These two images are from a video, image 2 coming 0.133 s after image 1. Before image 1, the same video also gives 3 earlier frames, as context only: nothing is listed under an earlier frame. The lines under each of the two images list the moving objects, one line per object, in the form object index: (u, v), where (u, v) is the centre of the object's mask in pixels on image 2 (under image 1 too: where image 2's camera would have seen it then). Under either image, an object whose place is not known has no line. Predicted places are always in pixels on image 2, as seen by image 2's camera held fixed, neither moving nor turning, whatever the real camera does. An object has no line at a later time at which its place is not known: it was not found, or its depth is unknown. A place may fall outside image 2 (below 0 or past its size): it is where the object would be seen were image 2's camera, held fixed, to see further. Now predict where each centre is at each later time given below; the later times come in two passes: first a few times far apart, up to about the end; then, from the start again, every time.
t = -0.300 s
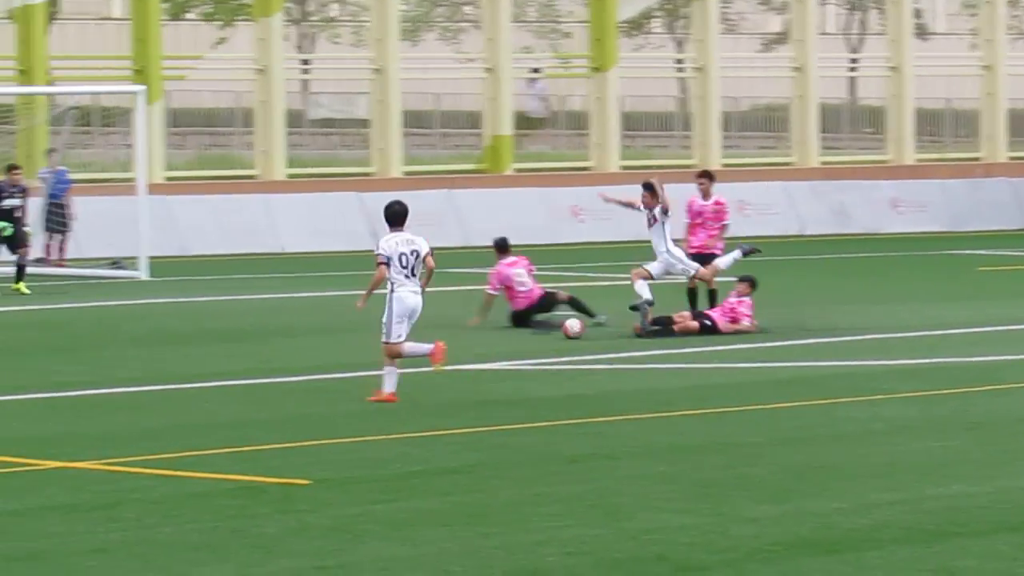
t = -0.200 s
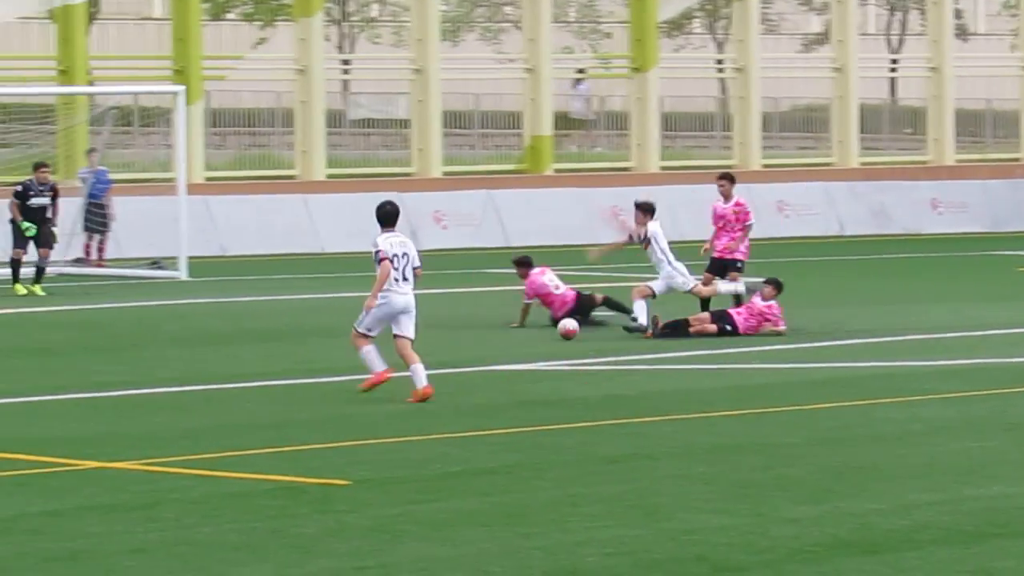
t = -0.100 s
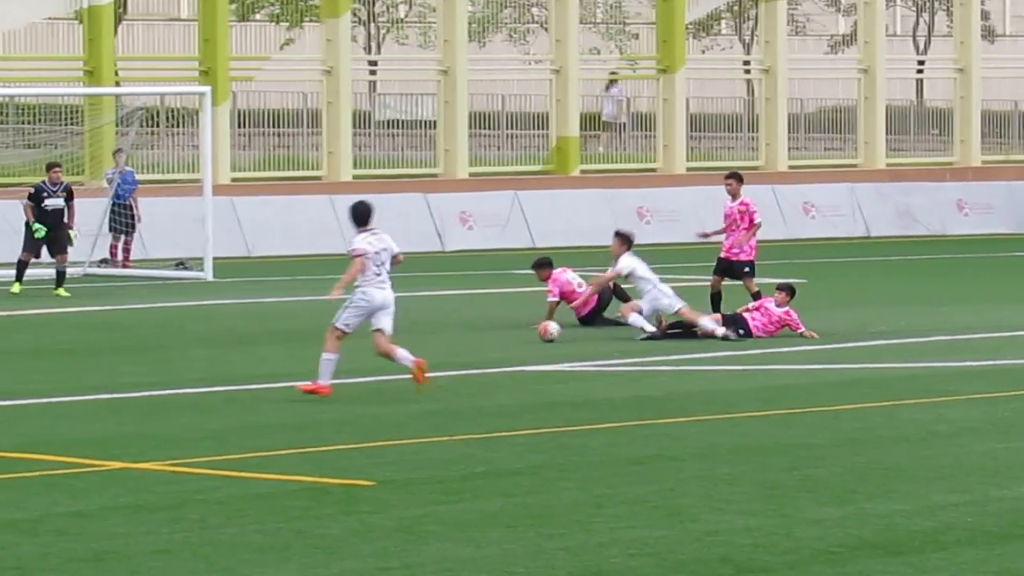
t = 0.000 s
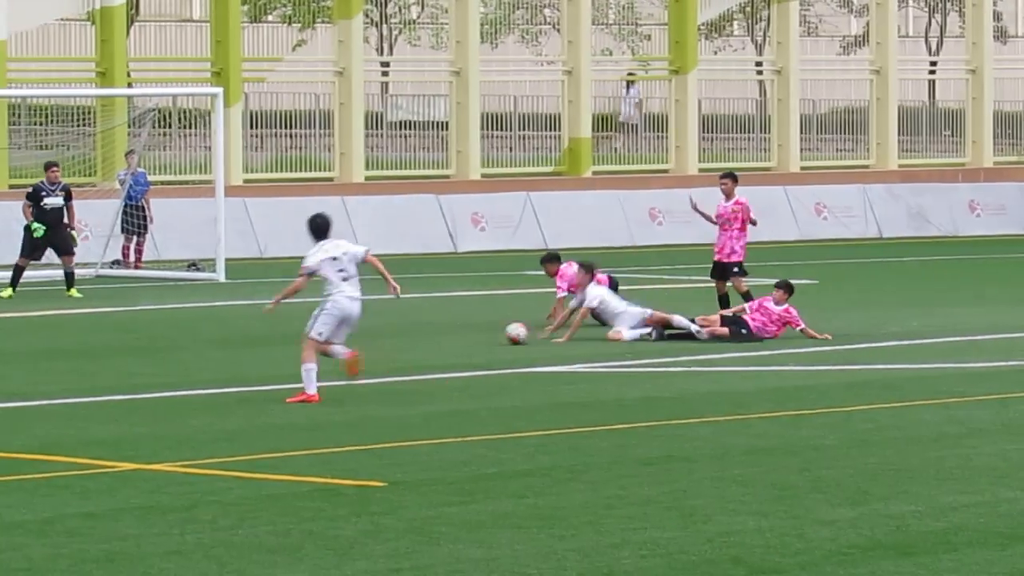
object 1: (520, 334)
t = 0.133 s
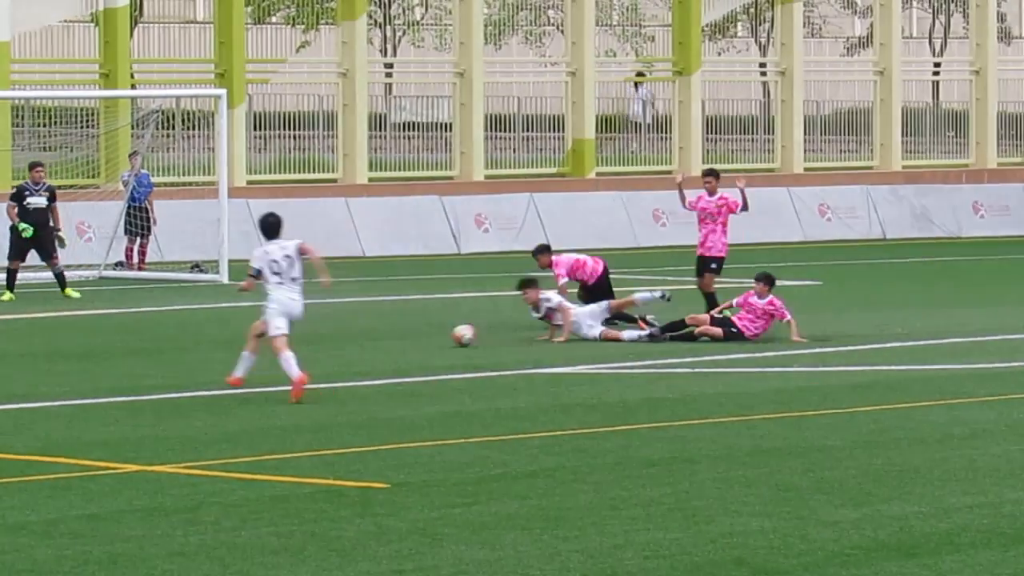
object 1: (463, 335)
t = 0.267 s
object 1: (409, 332)
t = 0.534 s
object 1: (300, 340)
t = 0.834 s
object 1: (186, 343)
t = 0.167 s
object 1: (450, 337)
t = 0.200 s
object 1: (436, 334)
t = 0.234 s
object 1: (423, 333)
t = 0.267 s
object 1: (409, 332)
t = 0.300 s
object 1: (394, 333)
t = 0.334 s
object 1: (381, 335)
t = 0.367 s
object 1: (367, 338)
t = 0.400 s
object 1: (354, 338)
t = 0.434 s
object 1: (339, 337)
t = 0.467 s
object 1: (326, 337)
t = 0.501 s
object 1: (313, 338)
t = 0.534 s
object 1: (300, 340)
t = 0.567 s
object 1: (288, 340)
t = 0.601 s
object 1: (273, 339)
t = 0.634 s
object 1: (262, 340)
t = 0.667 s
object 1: (249, 342)
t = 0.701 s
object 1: (236, 342)
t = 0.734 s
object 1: (224, 341)
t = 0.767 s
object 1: (210, 342)
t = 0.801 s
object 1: (198, 343)
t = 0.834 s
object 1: (186, 343)
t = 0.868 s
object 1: (174, 343)
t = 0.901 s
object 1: (162, 344)
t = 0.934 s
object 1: (149, 344)
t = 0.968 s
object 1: (137, 344)
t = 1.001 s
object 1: (125, 344)
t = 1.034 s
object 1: (113, 345)
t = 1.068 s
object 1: (101, 346)
